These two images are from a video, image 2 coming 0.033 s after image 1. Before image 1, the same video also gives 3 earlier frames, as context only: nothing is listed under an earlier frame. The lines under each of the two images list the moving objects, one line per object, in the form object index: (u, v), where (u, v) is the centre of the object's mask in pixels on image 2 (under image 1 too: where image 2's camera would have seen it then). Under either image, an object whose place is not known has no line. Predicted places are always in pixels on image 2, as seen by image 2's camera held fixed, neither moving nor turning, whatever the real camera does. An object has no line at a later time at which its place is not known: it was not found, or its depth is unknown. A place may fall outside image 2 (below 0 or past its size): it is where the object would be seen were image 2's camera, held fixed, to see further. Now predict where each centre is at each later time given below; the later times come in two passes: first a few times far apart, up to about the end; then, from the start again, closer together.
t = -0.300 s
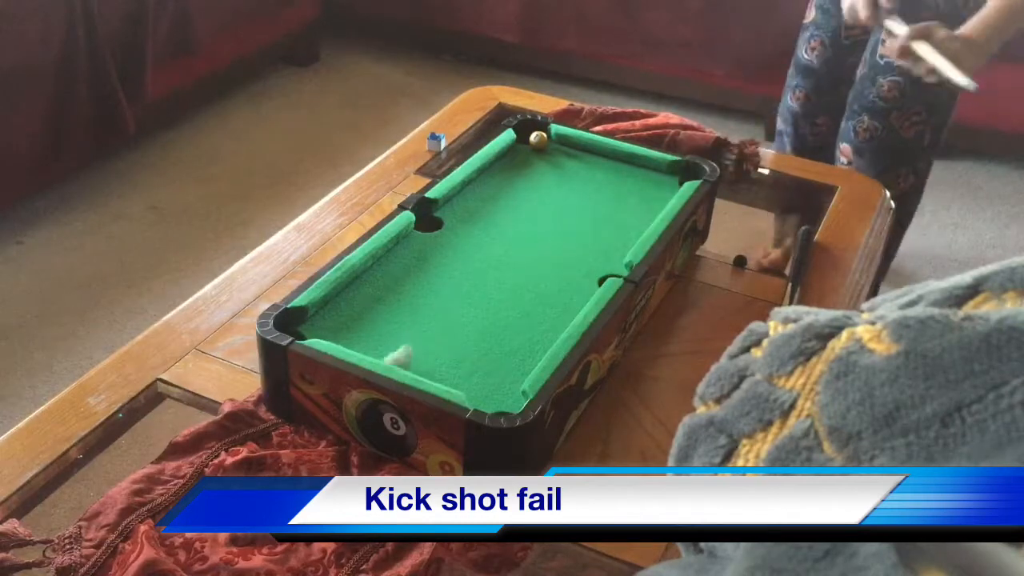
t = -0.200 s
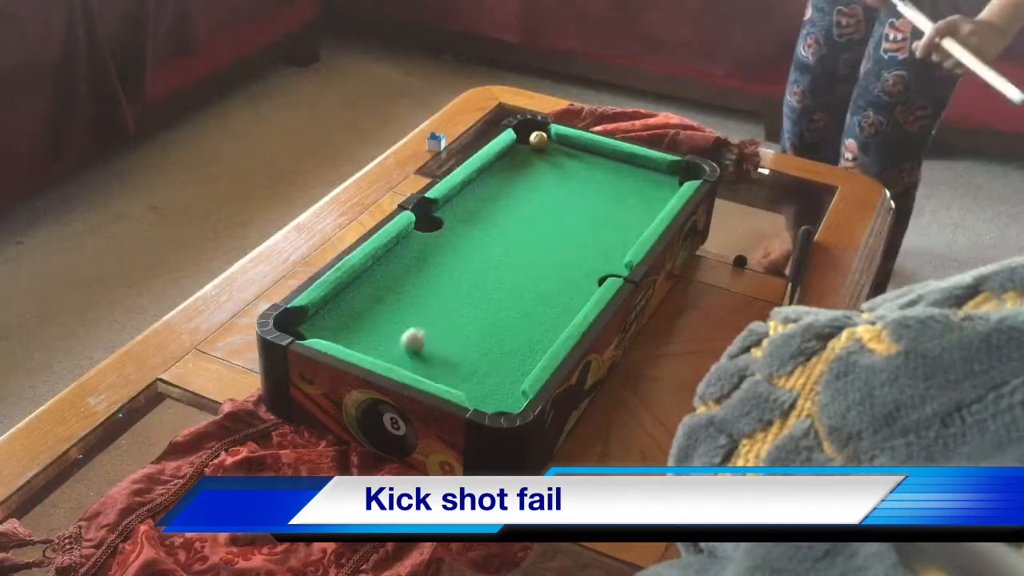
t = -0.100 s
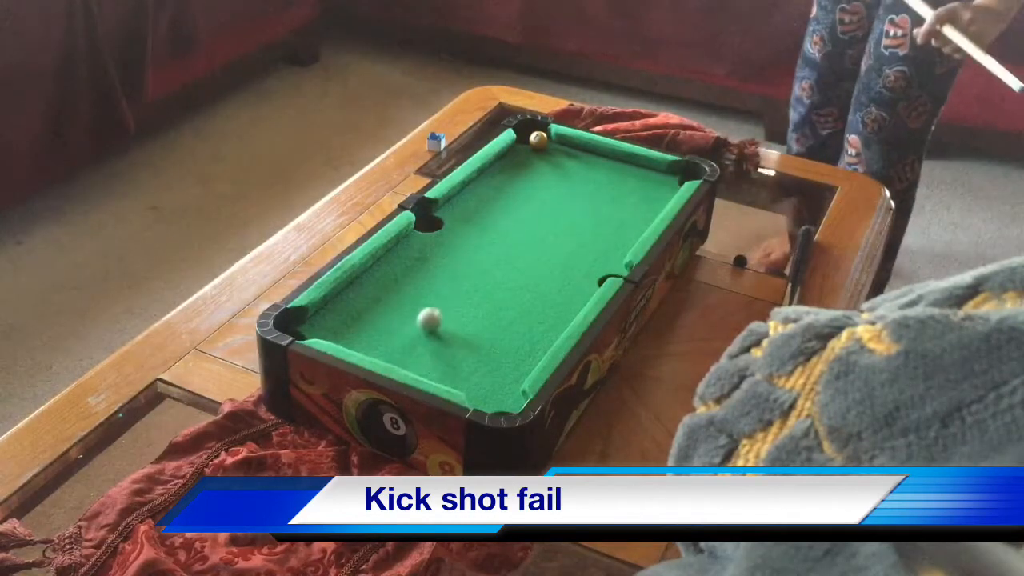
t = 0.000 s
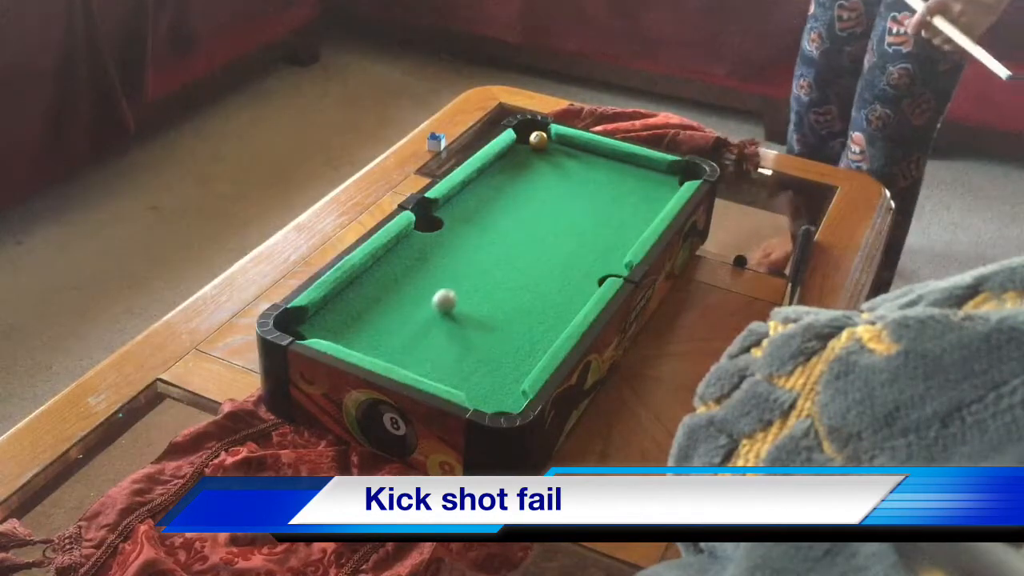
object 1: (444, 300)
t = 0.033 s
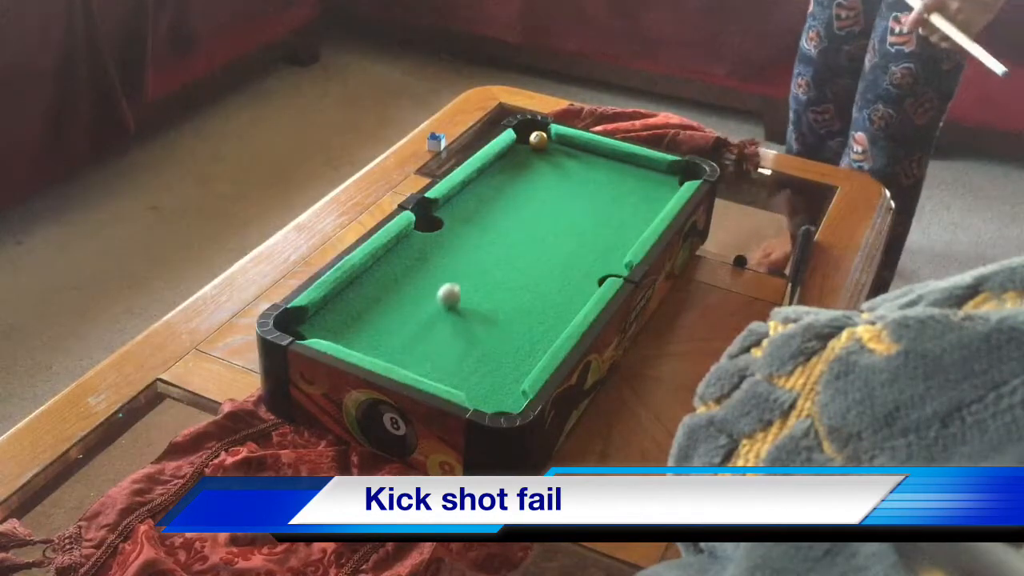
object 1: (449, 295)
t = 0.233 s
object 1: (475, 263)
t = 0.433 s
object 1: (497, 238)
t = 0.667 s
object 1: (517, 214)
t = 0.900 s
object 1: (534, 196)
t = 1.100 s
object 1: (545, 184)
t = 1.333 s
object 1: (551, 172)
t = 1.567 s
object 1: (556, 163)
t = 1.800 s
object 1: (560, 159)
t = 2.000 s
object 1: (563, 157)
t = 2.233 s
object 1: (563, 157)
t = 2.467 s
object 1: (563, 157)
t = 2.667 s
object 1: (563, 157)
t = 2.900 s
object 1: (563, 157)
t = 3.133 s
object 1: (563, 157)
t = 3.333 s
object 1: (563, 157)
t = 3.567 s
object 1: (563, 157)
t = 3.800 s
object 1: (563, 157)
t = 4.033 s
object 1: (563, 157)
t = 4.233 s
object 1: (564, 157)
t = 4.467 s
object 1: (564, 157)
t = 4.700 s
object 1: (564, 157)
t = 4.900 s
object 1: (564, 157)
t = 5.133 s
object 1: (564, 157)
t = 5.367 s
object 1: (564, 157)
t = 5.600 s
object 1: (564, 157)
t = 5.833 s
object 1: (564, 157)
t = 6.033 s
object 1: (564, 157)
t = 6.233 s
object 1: (564, 157)
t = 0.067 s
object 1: (454, 289)
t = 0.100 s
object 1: (458, 283)
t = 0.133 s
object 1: (463, 278)
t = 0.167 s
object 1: (467, 273)
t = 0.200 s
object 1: (472, 268)
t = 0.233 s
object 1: (475, 263)
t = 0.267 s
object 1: (479, 259)
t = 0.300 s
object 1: (483, 254)
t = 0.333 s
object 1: (486, 250)
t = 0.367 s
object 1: (490, 246)
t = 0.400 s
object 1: (493, 242)
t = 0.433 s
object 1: (497, 238)
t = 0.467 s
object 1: (500, 235)
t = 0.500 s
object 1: (503, 231)
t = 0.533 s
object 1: (506, 228)
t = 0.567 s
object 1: (509, 224)
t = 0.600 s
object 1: (512, 221)
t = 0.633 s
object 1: (515, 217)
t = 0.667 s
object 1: (517, 214)
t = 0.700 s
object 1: (520, 212)
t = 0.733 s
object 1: (522, 209)
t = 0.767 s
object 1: (525, 206)
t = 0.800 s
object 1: (527, 203)
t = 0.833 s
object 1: (530, 201)
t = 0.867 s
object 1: (532, 198)
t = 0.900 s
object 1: (534, 196)
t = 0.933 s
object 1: (536, 194)
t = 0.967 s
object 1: (538, 192)
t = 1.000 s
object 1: (540, 189)
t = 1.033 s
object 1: (541, 188)
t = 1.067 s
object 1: (543, 186)
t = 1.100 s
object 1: (545, 184)
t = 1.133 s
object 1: (546, 182)
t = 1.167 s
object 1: (547, 179)
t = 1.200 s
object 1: (547, 178)
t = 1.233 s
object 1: (548, 176)
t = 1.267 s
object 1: (549, 175)
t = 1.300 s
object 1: (550, 173)
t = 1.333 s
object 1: (551, 172)
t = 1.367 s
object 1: (551, 170)
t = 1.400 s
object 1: (552, 169)
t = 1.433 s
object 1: (553, 168)
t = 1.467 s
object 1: (554, 167)
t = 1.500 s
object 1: (554, 166)
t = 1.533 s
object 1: (555, 164)
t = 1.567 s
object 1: (556, 163)
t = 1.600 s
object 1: (556, 162)
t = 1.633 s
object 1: (557, 161)
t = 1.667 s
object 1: (557, 161)
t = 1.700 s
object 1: (558, 160)
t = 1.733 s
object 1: (558, 160)
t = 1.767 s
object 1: (559, 159)
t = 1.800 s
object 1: (560, 159)
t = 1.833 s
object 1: (560, 158)
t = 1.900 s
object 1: (562, 158)
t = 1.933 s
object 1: (562, 157)
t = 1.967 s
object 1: (563, 157)
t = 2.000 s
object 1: (563, 157)
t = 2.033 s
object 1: (563, 157)
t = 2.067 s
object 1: (563, 157)
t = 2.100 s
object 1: (563, 157)
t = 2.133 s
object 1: (563, 157)
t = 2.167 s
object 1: (563, 157)
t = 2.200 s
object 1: (563, 157)
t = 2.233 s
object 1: (563, 157)
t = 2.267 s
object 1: (563, 157)
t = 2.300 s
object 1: (563, 157)
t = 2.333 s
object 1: (563, 157)
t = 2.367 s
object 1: (563, 157)
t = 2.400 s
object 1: (563, 157)
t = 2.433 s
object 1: (563, 157)
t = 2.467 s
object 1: (563, 157)
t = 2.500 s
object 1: (563, 157)
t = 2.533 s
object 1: (563, 157)
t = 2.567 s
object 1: (563, 157)
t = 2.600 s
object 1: (563, 157)
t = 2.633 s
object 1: (563, 157)
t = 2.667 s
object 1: (563, 157)
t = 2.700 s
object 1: (563, 157)
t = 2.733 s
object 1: (563, 157)
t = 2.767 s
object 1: (563, 157)
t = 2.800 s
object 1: (563, 157)
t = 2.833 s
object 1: (563, 157)
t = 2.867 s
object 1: (563, 157)
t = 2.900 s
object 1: (563, 157)
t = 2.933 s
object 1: (563, 157)
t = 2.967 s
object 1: (563, 157)
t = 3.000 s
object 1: (563, 157)
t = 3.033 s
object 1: (563, 157)
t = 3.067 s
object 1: (563, 157)
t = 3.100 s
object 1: (563, 157)
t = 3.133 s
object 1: (563, 157)
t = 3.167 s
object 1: (563, 157)
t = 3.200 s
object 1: (563, 157)
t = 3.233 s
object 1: (563, 157)
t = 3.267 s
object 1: (563, 157)
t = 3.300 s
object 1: (563, 157)
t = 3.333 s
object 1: (563, 157)
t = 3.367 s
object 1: (563, 157)
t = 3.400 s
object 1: (563, 157)
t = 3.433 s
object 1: (563, 157)
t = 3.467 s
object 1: (563, 157)
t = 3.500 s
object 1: (563, 157)
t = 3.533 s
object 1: (563, 157)
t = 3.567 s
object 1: (563, 157)
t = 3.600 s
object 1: (563, 157)
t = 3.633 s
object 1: (563, 157)
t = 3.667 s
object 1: (563, 157)
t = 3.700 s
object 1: (563, 157)
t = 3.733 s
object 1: (563, 157)
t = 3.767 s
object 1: (563, 157)
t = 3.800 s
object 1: (563, 157)
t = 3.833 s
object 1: (563, 157)
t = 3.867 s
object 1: (563, 157)
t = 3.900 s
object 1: (563, 157)
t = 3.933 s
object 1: (563, 157)
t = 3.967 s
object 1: (563, 157)
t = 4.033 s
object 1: (563, 157)
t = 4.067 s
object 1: (563, 157)
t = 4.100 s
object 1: (564, 157)
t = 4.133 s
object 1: (564, 157)
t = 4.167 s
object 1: (564, 157)
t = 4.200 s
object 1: (564, 157)
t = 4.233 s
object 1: (564, 157)
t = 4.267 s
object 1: (564, 157)
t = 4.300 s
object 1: (564, 157)
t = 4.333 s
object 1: (564, 157)
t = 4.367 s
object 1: (564, 157)
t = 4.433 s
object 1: (564, 157)
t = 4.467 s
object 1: (564, 157)
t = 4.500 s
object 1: (564, 157)
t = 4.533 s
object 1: (564, 157)
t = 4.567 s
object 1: (564, 157)
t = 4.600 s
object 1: (564, 157)
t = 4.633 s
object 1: (564, 157)
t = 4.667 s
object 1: (564, 157)
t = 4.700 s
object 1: (564, 157)
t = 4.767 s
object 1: (564, 157)
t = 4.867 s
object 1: (564, 157)
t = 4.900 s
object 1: (564, 157)
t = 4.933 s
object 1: (564, 157)
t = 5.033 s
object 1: (564, 157)
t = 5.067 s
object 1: (564, 157)
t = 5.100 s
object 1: (564, 157)
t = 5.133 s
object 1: (564, 157)
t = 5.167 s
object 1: (564, 157)
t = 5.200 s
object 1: (564, 157)
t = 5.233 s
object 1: (564, 157)
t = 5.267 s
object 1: (564, 157)
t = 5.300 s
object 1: (564, 157)
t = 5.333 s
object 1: (564, 157)
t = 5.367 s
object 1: (564, 157)
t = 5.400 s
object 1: (564, 157)
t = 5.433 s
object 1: (564, 157)
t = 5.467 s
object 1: (564, 157)
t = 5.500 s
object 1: (564, 157)
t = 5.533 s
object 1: (563, 157)
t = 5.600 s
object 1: (564, 157)
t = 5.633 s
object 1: (563, 157)
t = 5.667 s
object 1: (563, 157)
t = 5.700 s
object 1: (563, 157)
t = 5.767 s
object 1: (564, 157)
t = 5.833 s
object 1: (564, 157)
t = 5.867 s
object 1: (564, 157)
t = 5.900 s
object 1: (564, 157)
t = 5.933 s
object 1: (564, 157)
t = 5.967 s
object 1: (564, 157)
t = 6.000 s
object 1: (564, 157)
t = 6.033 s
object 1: (564, 157)
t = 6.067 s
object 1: (564, 157)
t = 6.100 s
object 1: (564, 157)
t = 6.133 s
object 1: (563, 157)
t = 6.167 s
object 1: (563, 157)
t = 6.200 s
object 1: (563, 157)
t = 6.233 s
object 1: (564, 157)
